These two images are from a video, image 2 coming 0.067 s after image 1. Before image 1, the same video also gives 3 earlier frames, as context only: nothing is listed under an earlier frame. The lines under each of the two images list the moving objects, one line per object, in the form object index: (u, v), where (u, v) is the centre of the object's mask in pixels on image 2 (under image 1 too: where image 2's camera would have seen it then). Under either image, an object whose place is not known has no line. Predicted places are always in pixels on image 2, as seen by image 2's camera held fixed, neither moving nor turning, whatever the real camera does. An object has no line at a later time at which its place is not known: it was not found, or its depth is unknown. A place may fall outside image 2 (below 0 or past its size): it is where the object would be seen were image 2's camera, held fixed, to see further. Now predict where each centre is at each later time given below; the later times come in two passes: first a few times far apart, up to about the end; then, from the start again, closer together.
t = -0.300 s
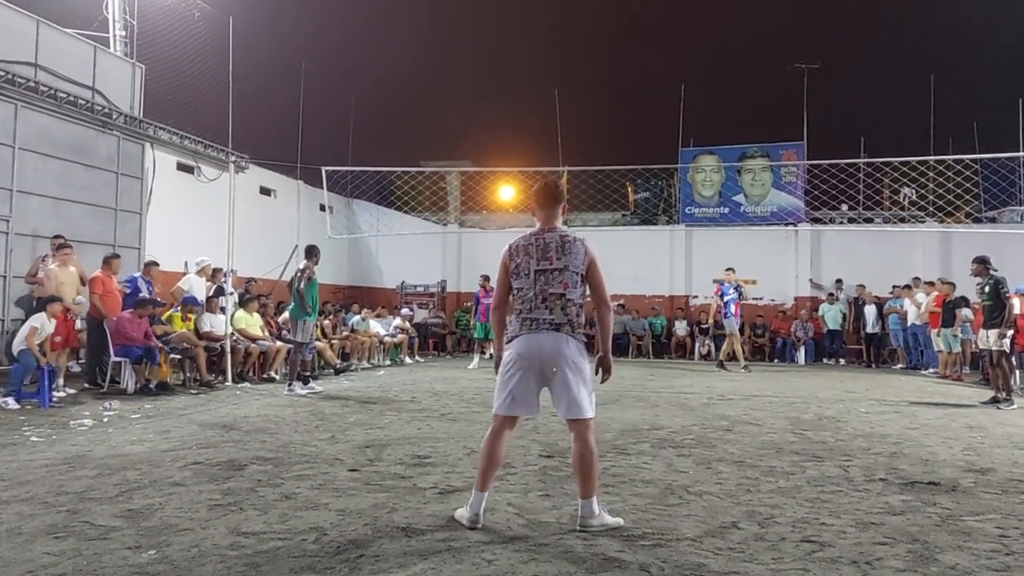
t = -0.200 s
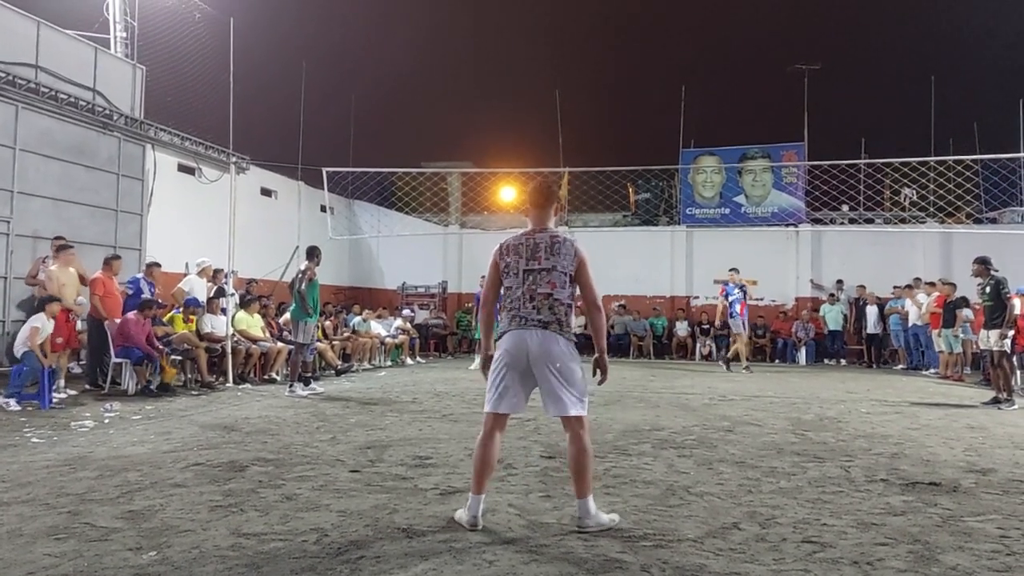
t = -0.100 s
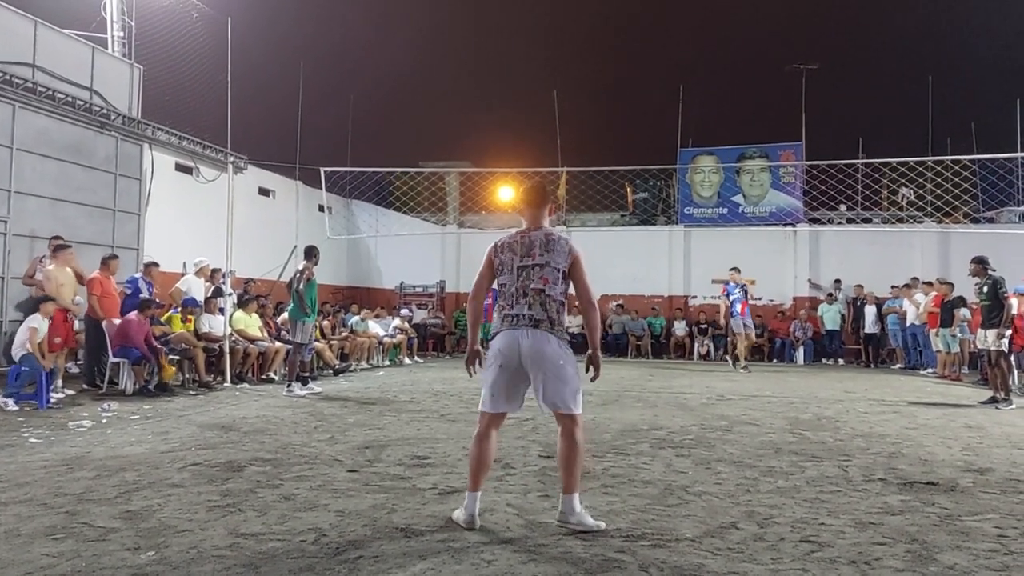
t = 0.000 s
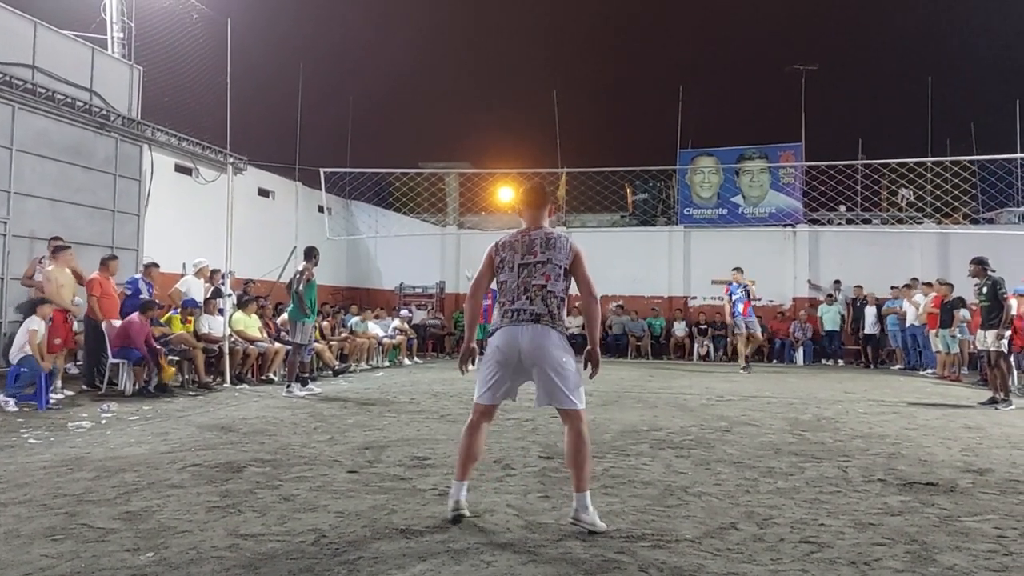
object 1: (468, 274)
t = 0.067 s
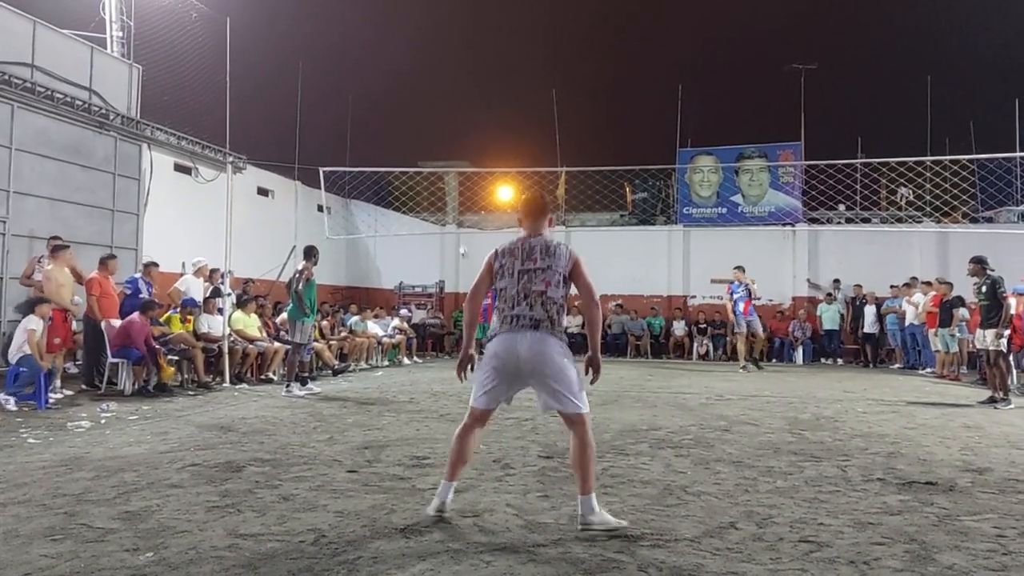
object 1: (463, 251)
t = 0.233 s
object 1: (450, 200)
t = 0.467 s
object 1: (426, 145)
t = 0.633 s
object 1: (407, 120)
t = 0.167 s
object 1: (456, 220)
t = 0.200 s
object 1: (454, 211)
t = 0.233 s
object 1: (450, 200)
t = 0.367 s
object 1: (437, 164)
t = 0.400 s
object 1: (434, 158)
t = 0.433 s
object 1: (430, 152)
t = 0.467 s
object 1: (426, 145)
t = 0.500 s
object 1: (422, 139)
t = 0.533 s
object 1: (418, 133)
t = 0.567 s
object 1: (414, 128)
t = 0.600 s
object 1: (410, 124)
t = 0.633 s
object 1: (407, 120)
